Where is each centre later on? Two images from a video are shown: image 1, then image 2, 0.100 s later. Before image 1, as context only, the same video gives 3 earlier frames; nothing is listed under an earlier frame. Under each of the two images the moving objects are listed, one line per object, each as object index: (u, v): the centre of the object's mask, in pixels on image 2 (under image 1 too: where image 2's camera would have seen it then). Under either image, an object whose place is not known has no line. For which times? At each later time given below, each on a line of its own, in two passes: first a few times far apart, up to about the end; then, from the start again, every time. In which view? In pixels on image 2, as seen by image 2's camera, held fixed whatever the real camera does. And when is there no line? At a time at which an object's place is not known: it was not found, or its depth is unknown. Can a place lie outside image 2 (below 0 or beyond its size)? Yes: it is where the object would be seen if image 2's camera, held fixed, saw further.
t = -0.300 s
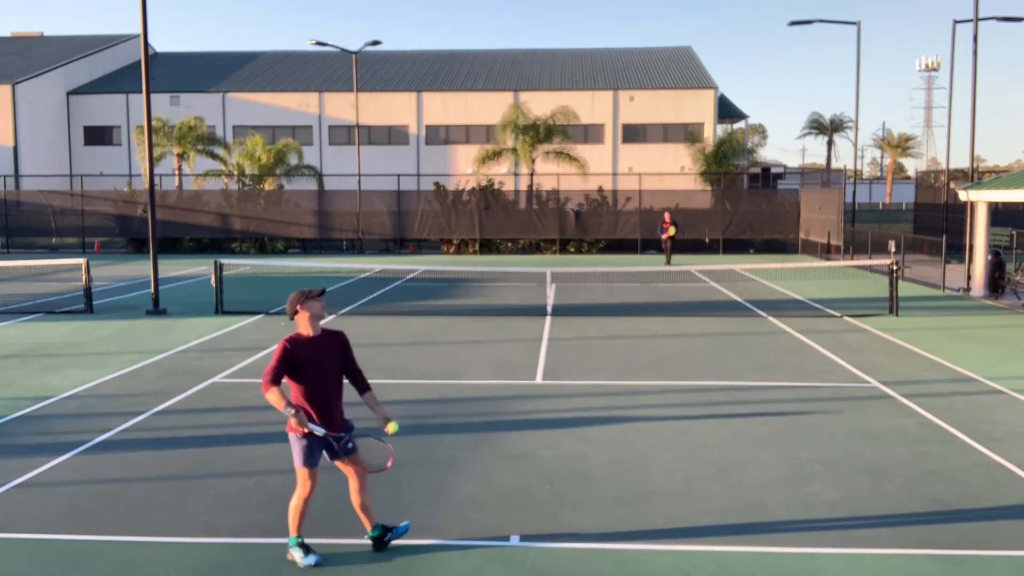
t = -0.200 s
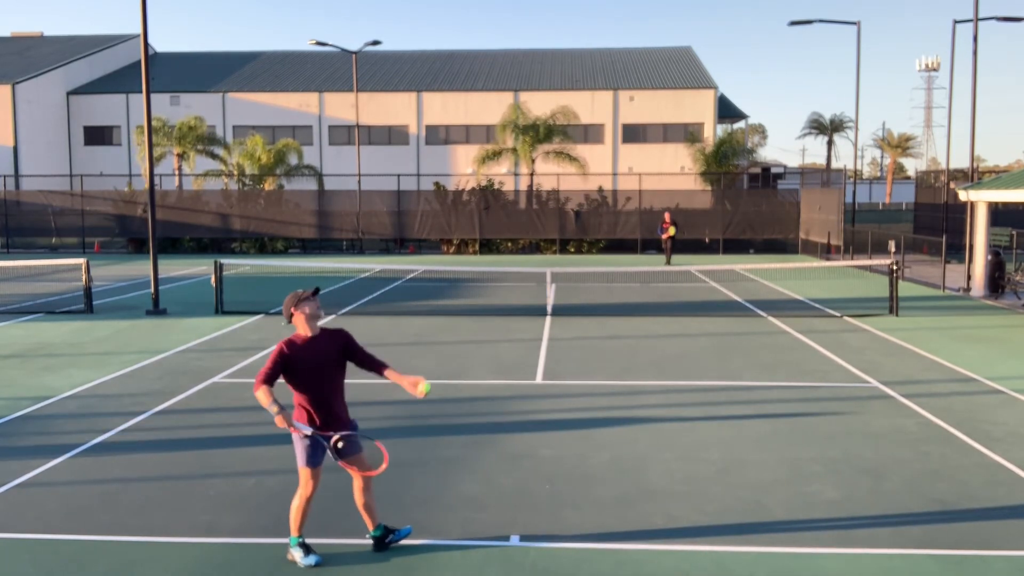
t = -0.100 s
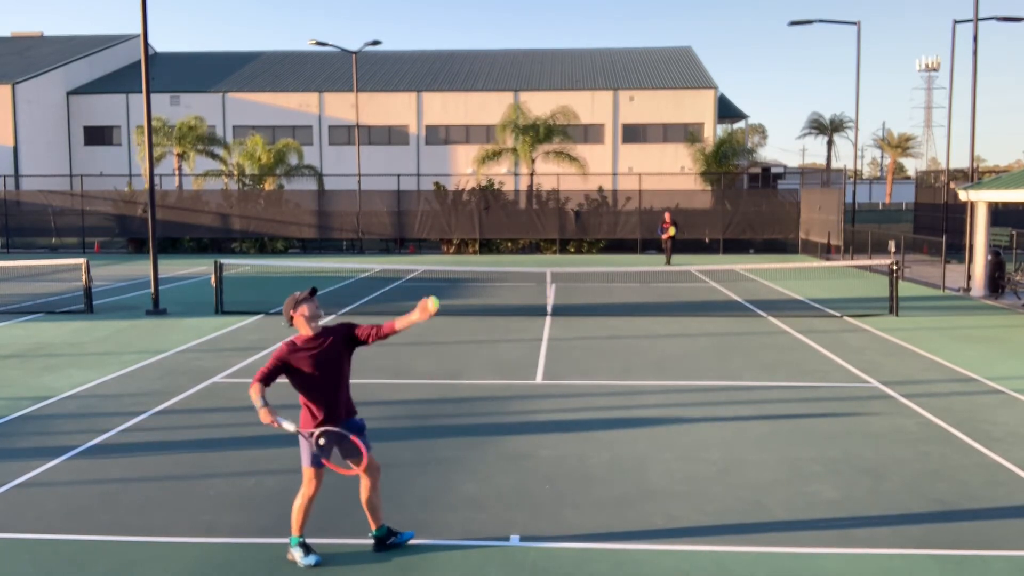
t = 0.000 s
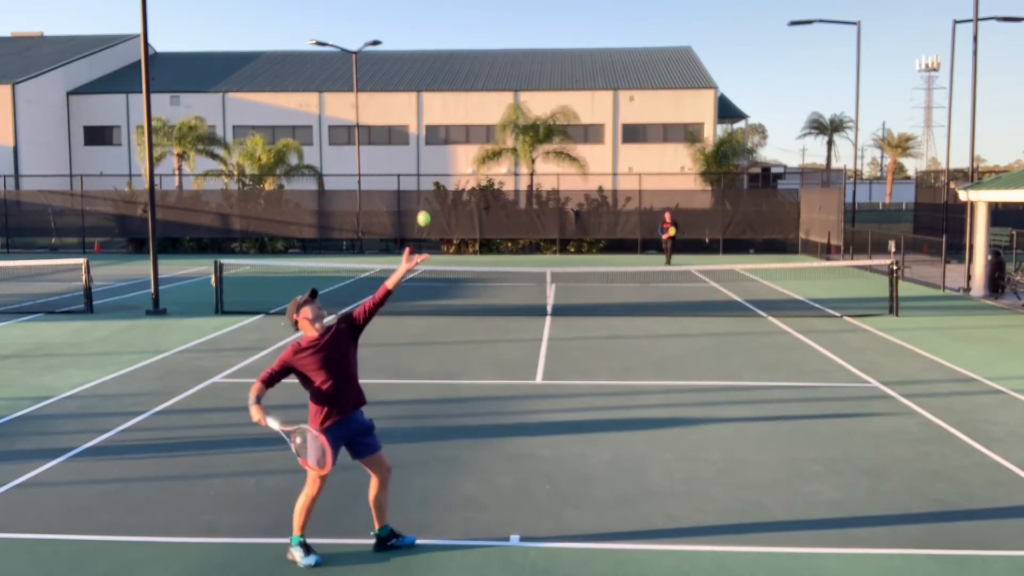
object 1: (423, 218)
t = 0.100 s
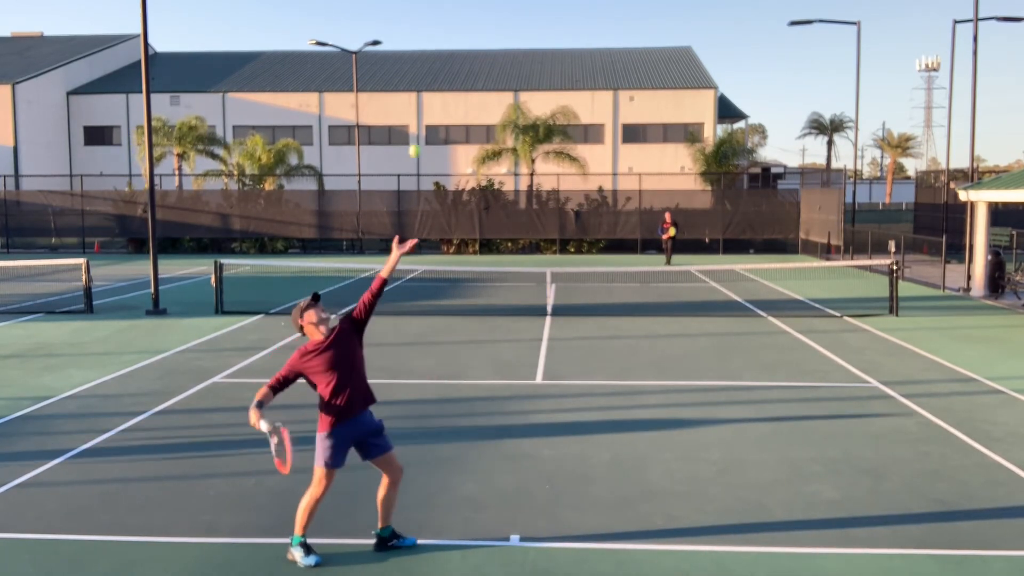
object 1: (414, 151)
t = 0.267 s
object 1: (400, 76)
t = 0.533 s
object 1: (379, 52)
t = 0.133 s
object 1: (411, 132)
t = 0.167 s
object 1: (408, 115)
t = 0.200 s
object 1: (405, 99)
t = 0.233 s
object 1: (403, 87)
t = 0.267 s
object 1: (400, 76)
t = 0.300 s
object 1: (397, 66)
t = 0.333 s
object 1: (394, 59)
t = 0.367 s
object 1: (391, 54)
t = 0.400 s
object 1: (389, 50)
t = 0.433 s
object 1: (387, 48)
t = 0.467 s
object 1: (384, 48)
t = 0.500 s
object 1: (382, 49)
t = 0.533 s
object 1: (379, 52)
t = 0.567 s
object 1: (377, 57)
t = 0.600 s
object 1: (375, 63)
